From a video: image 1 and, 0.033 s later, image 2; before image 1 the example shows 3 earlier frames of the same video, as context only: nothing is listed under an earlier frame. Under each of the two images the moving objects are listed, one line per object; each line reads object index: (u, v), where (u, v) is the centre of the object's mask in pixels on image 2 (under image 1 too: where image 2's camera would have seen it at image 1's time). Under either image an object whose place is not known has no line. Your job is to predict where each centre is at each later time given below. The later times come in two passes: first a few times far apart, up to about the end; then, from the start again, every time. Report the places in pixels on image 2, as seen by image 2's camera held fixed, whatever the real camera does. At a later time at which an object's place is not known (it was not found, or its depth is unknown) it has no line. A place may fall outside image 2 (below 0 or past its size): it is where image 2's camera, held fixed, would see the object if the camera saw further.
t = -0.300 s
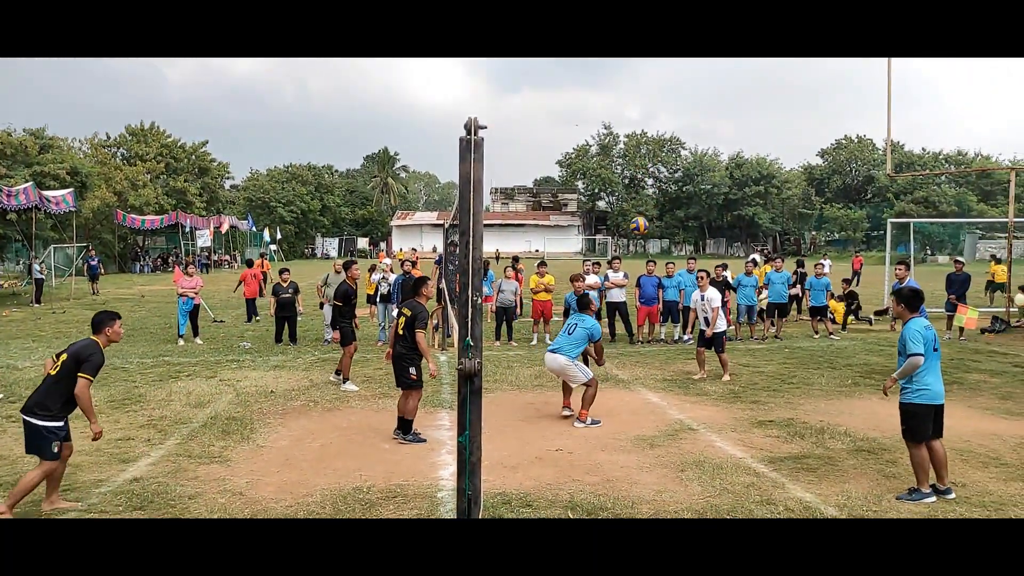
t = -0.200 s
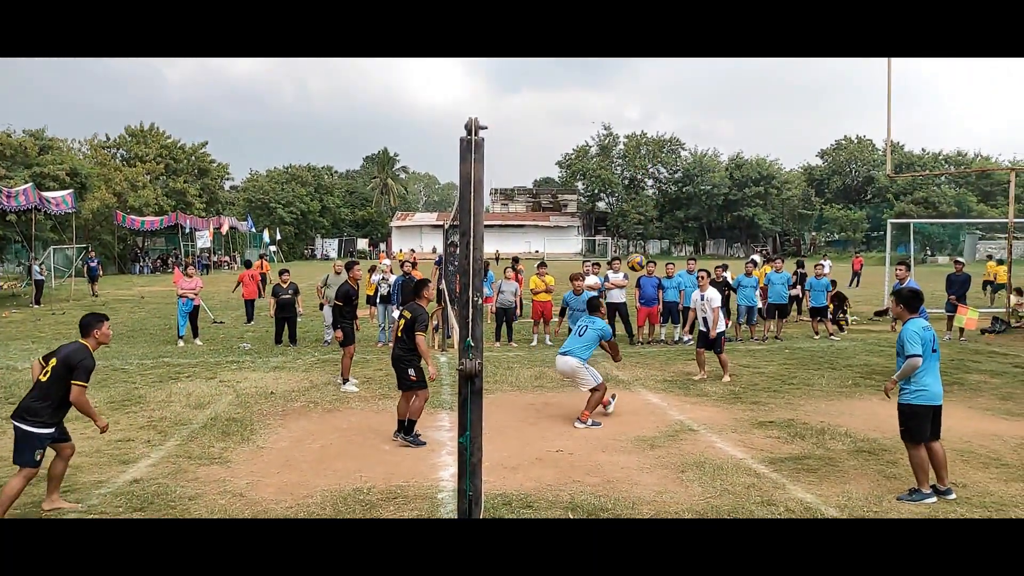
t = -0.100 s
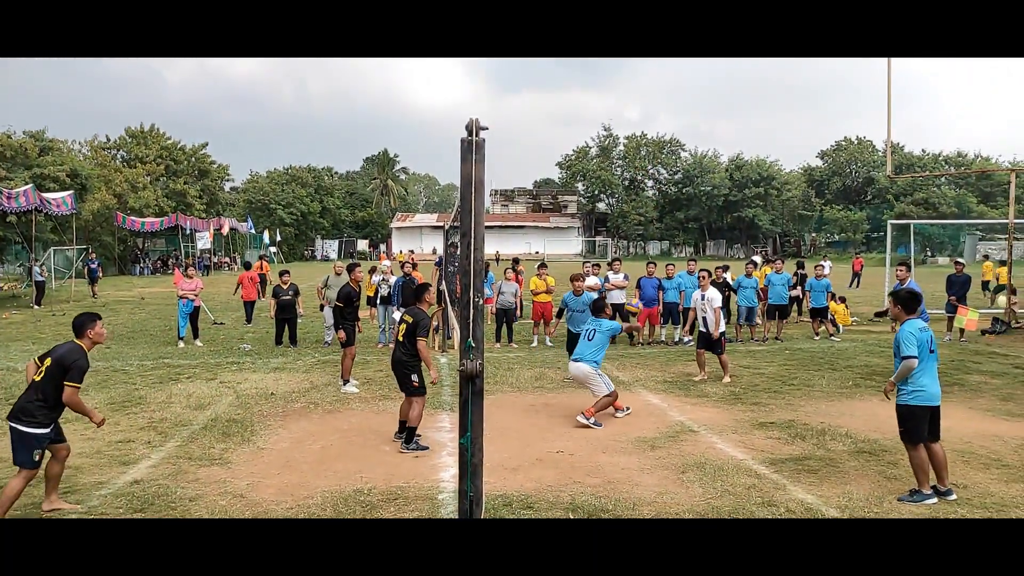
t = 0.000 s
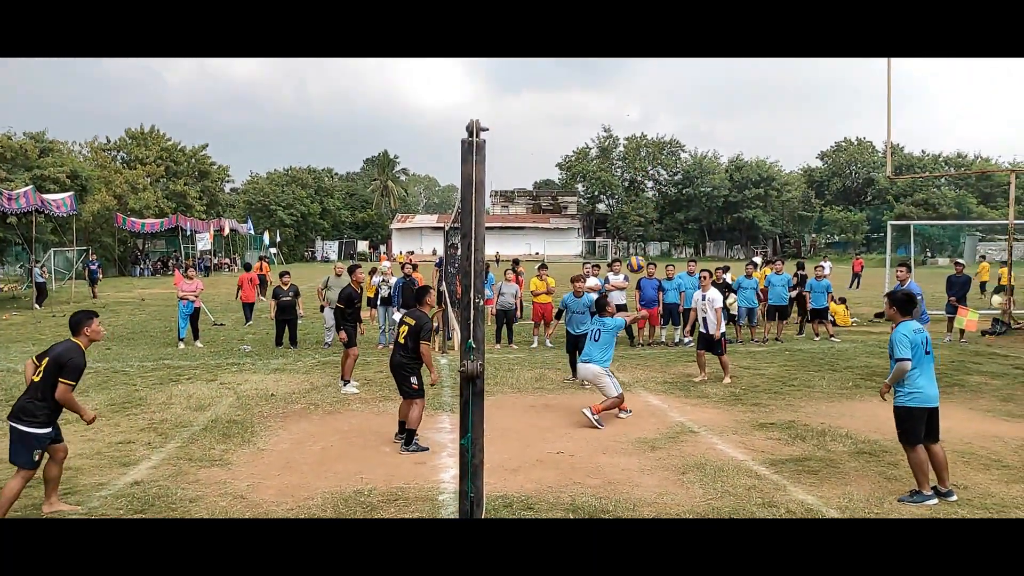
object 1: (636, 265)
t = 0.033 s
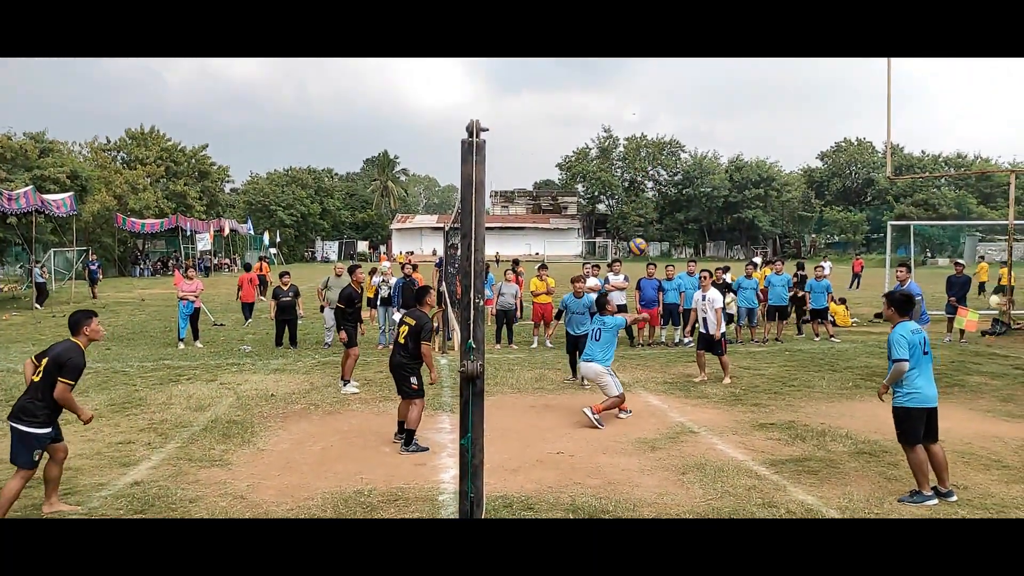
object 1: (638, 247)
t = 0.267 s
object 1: (643, 145)
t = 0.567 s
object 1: (652, 75)
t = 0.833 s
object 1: (658, 78)
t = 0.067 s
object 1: (638, 230)
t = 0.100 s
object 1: (639, 214)
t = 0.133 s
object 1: (639, 199)
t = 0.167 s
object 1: (640, 185)
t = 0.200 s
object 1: (641, 171)
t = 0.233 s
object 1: (643, 158)
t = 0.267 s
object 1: (643, 145)
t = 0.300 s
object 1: (644, 134)
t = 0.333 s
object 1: (645, 123)
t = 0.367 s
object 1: (646, 113)
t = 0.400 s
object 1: (647, 104)
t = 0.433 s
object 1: (648, 97)
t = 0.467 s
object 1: (649, 90)
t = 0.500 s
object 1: (649, 84)
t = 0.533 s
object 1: (651, 79)
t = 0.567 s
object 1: (652, 75)
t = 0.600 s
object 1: (653, 71)
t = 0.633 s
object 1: (654, 69)
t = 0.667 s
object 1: (654, 68)
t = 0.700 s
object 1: (655, 68)
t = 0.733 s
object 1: (656, 69)
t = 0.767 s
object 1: (657, 71)
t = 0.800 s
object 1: (657, 74)
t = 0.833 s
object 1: (658, 78)
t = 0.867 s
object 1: (659, 84)
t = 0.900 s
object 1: (660, 90)
